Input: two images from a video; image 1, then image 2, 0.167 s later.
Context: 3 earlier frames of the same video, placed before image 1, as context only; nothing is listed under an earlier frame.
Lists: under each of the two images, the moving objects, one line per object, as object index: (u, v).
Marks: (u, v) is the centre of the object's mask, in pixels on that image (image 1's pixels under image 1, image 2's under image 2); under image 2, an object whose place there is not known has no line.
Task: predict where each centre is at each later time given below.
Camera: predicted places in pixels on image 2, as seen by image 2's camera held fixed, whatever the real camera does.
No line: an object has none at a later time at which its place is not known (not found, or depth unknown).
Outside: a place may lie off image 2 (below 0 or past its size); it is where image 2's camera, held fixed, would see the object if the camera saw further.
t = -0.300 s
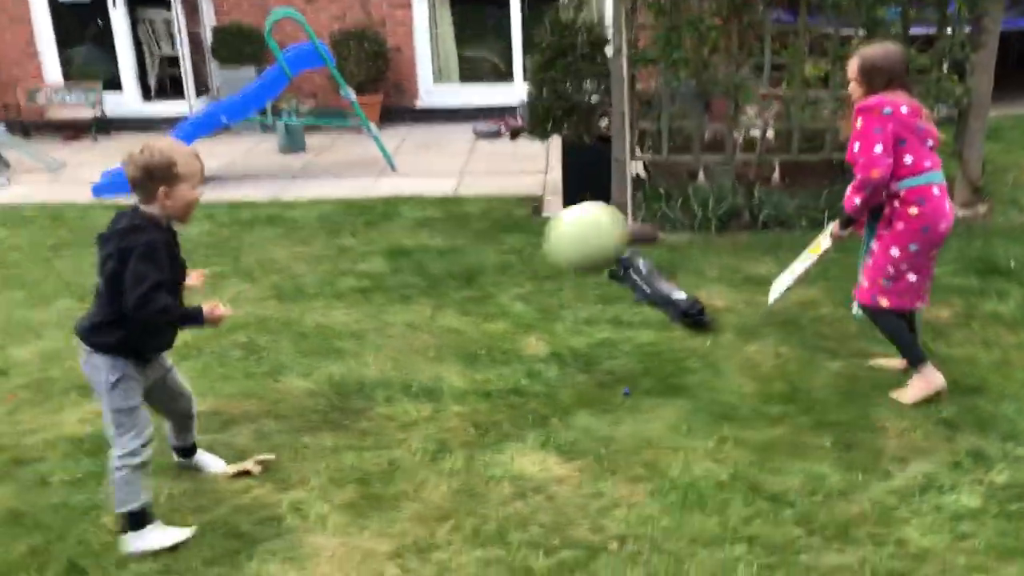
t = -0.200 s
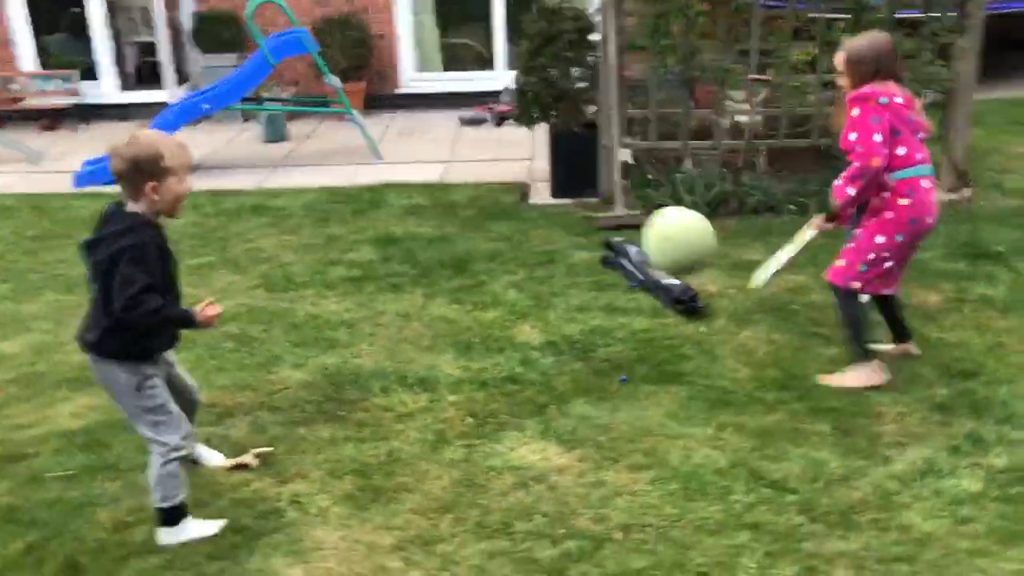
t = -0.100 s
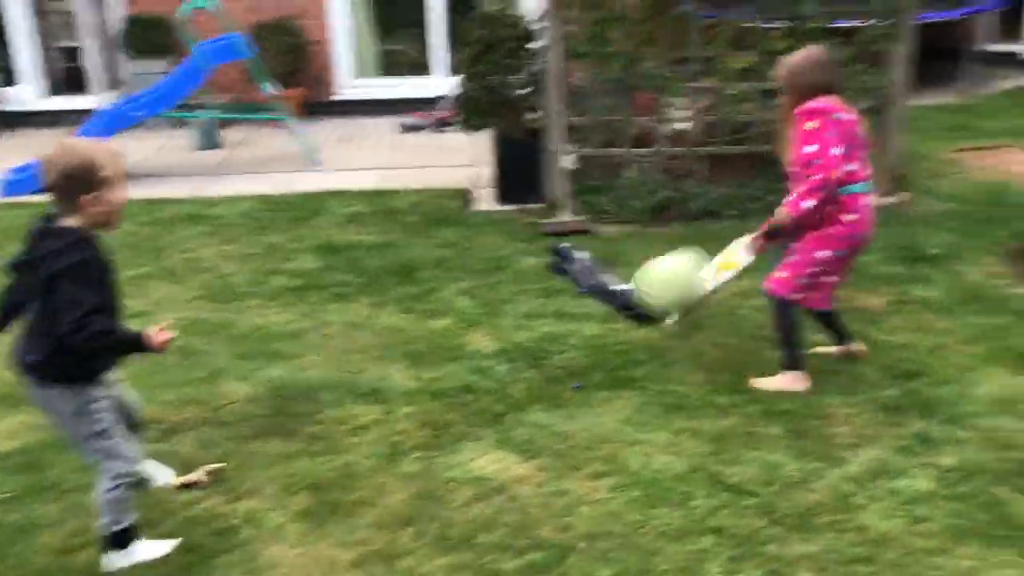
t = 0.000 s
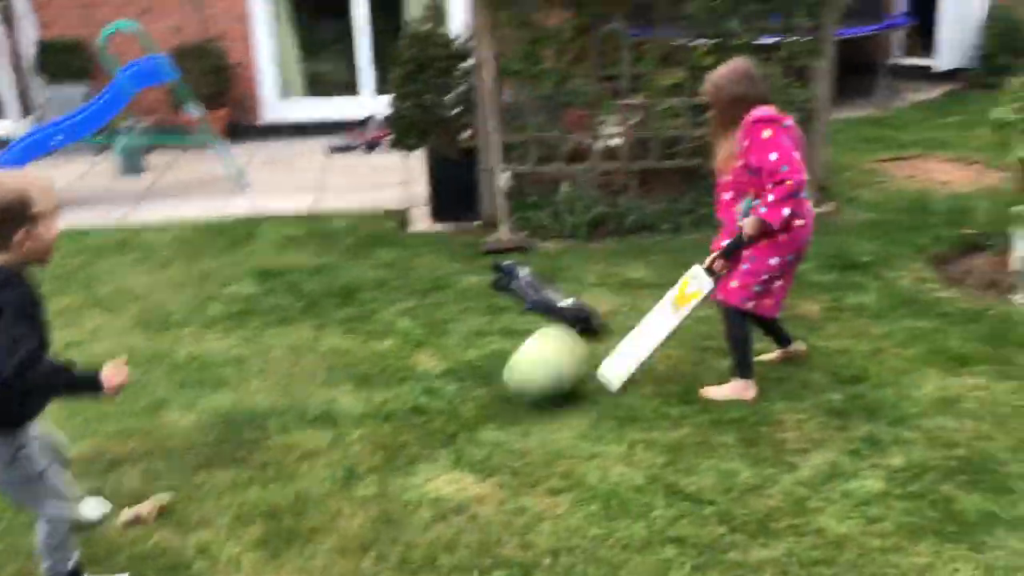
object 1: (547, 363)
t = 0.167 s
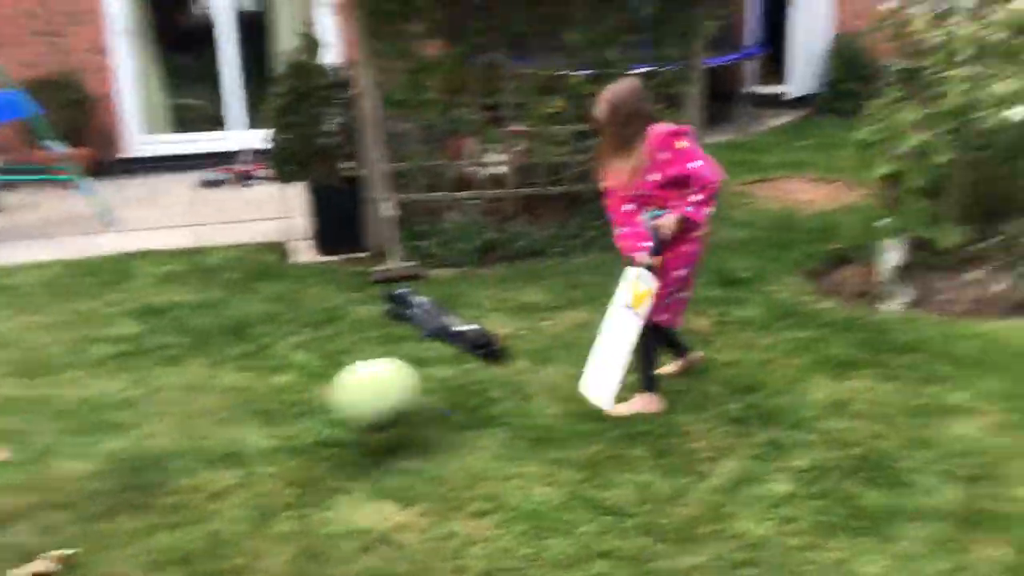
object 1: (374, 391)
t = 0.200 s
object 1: (360, 398)
